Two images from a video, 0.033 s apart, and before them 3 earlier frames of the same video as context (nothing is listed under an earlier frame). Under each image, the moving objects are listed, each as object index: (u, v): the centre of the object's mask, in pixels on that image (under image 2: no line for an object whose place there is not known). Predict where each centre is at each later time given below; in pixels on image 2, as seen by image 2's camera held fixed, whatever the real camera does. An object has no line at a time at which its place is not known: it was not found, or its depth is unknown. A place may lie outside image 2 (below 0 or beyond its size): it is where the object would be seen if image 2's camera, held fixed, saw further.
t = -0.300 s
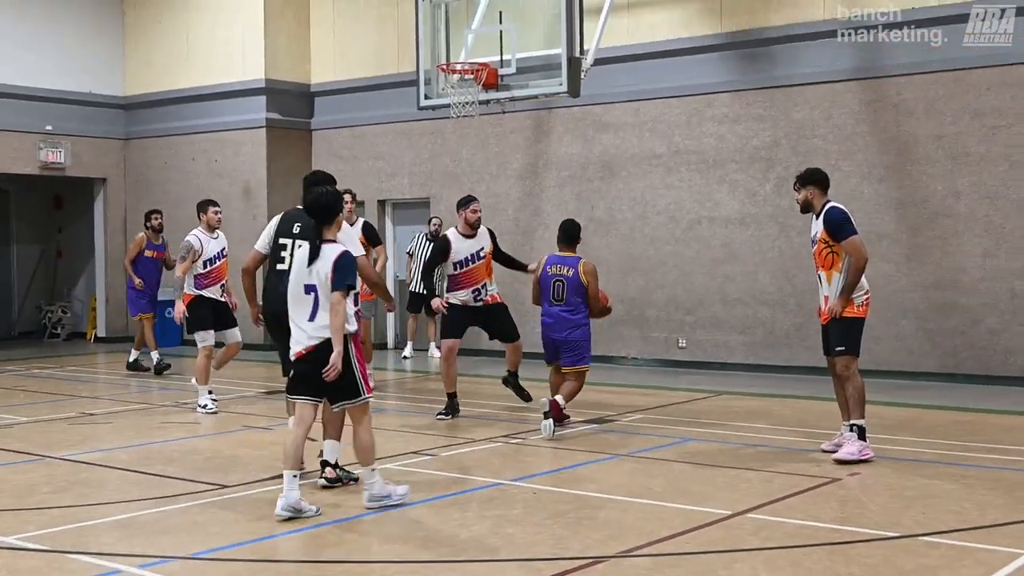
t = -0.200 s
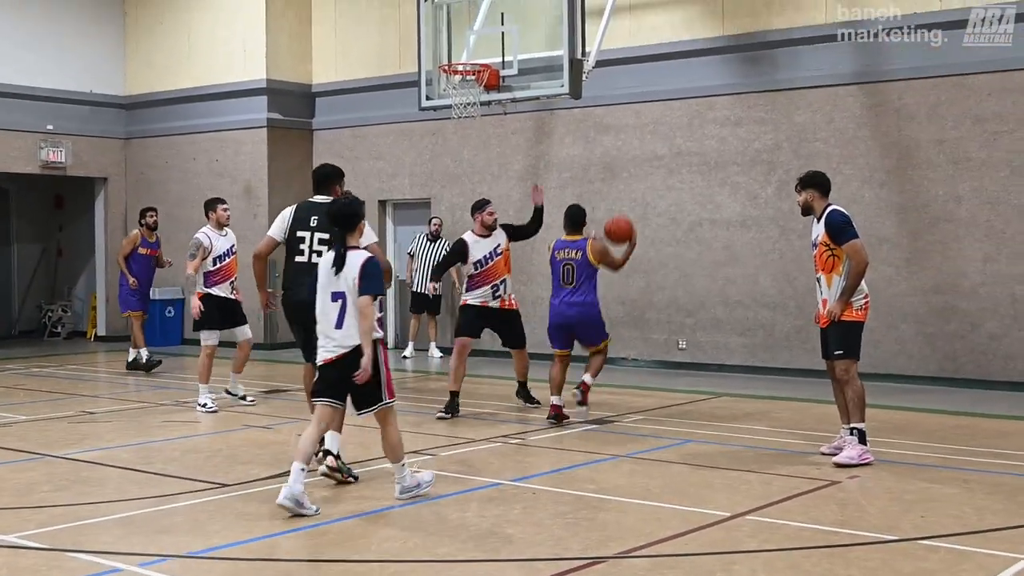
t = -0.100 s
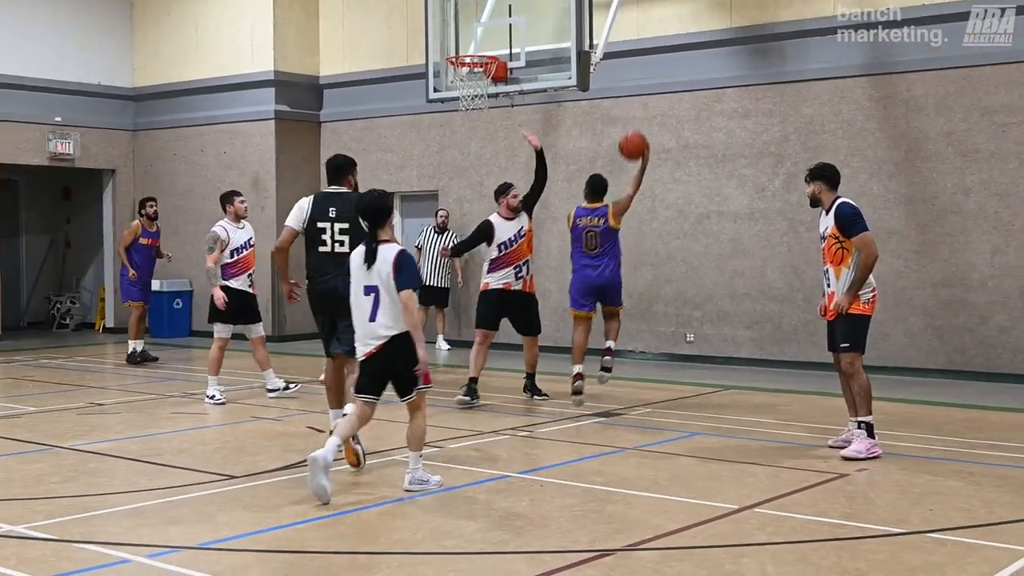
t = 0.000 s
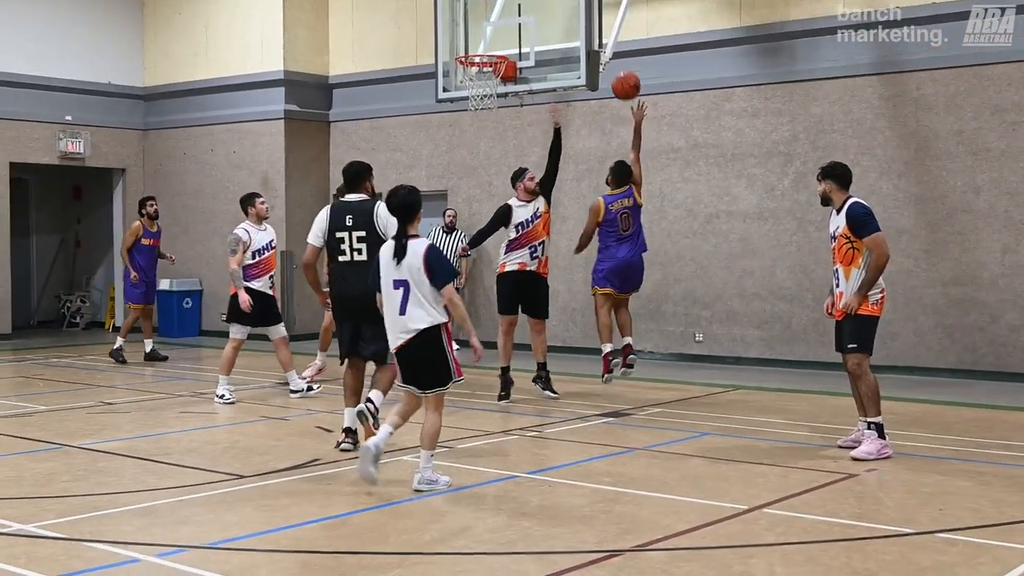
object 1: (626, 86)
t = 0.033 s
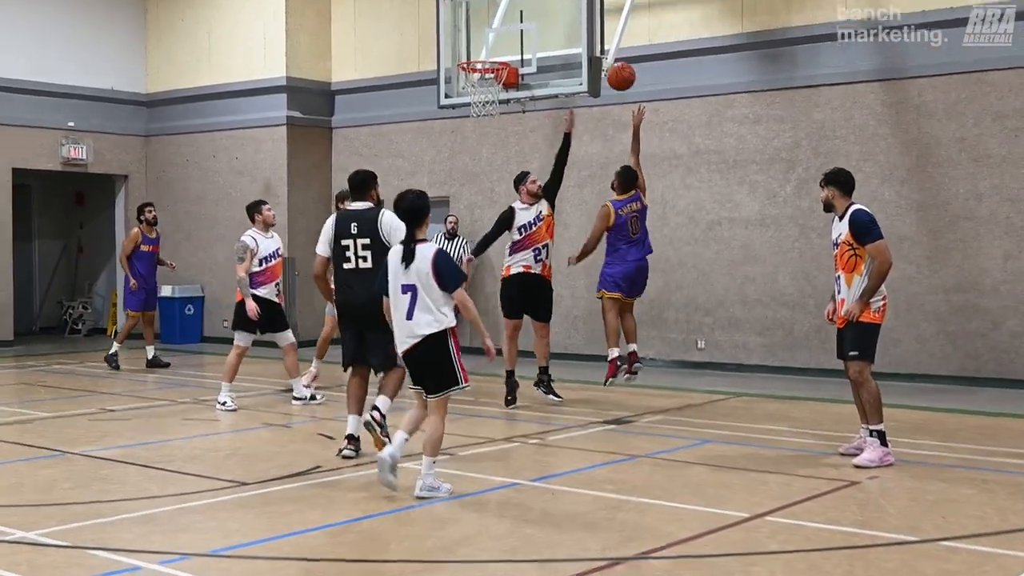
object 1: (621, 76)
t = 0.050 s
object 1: (618, 69)
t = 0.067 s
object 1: (614, 62)
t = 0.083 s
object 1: (611, 55)
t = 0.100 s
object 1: (607, 48)
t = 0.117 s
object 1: (604, 42)
